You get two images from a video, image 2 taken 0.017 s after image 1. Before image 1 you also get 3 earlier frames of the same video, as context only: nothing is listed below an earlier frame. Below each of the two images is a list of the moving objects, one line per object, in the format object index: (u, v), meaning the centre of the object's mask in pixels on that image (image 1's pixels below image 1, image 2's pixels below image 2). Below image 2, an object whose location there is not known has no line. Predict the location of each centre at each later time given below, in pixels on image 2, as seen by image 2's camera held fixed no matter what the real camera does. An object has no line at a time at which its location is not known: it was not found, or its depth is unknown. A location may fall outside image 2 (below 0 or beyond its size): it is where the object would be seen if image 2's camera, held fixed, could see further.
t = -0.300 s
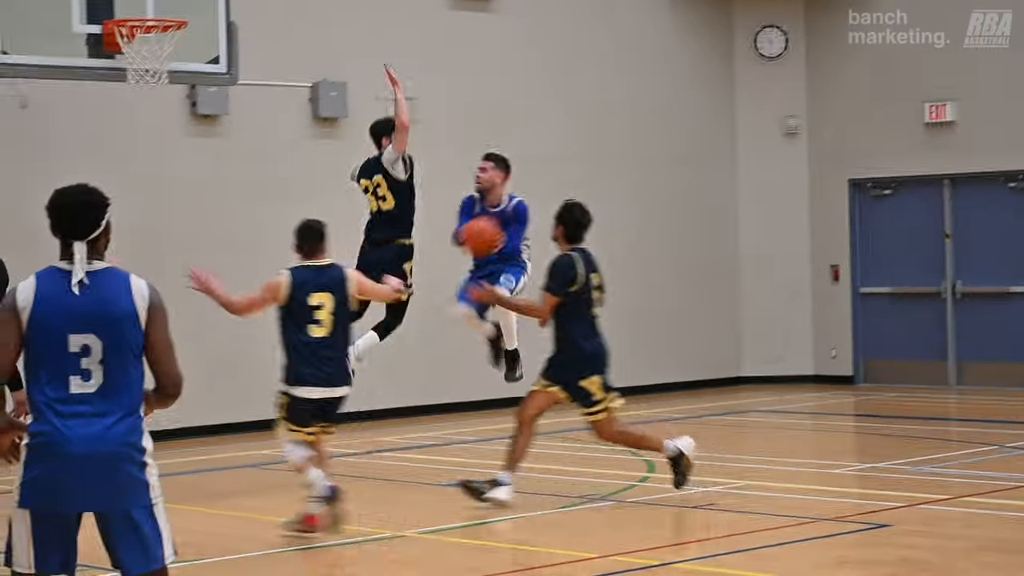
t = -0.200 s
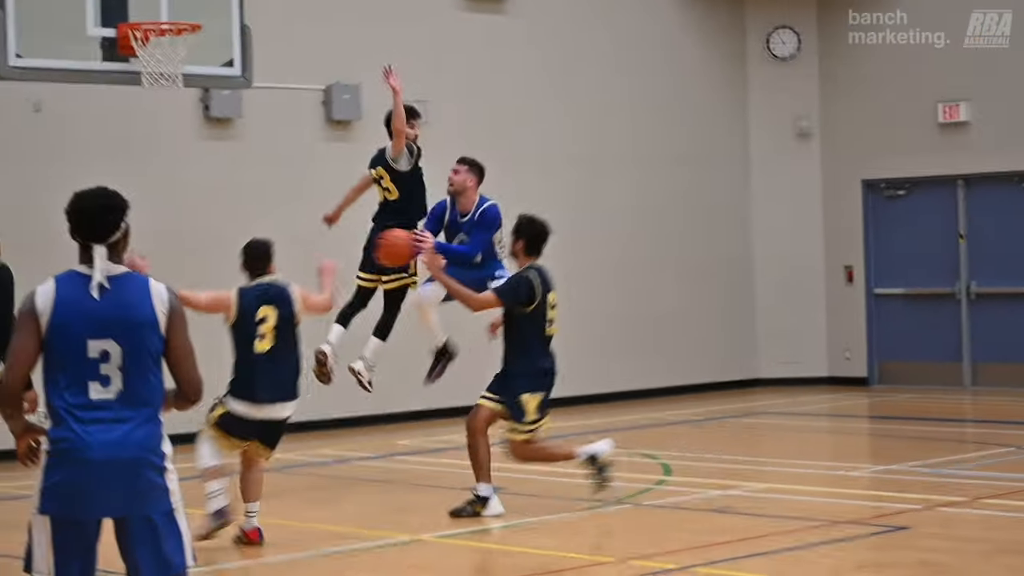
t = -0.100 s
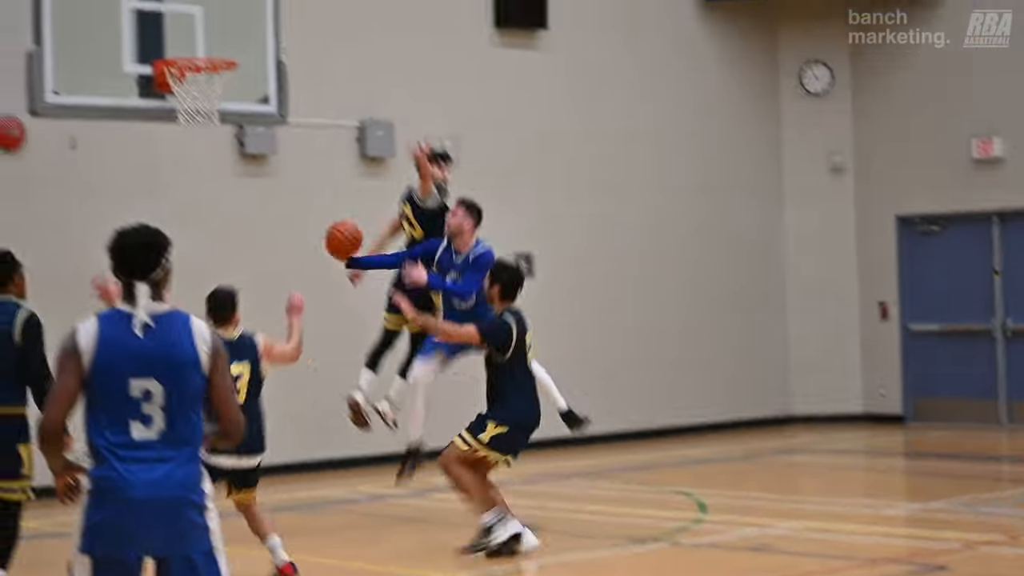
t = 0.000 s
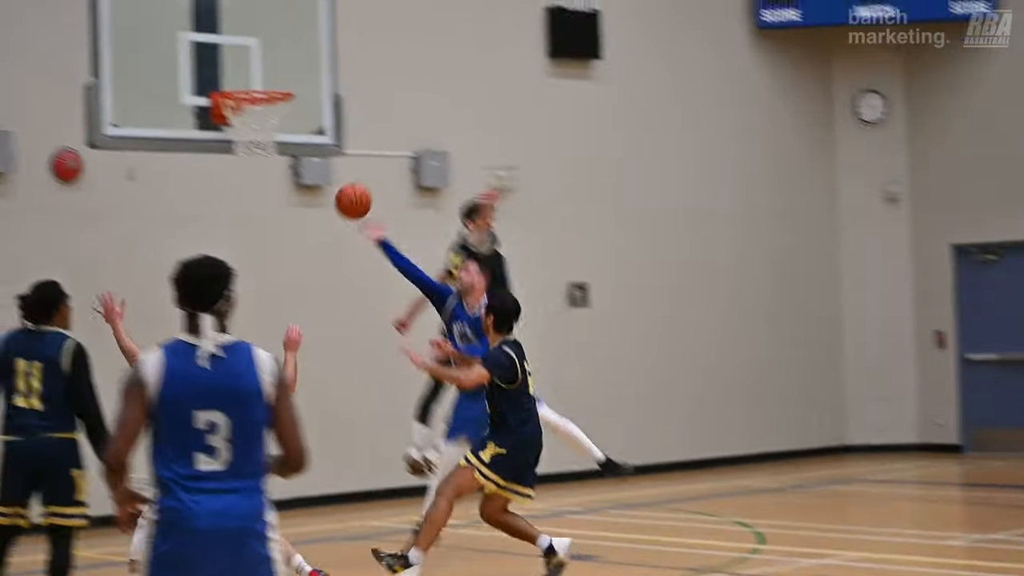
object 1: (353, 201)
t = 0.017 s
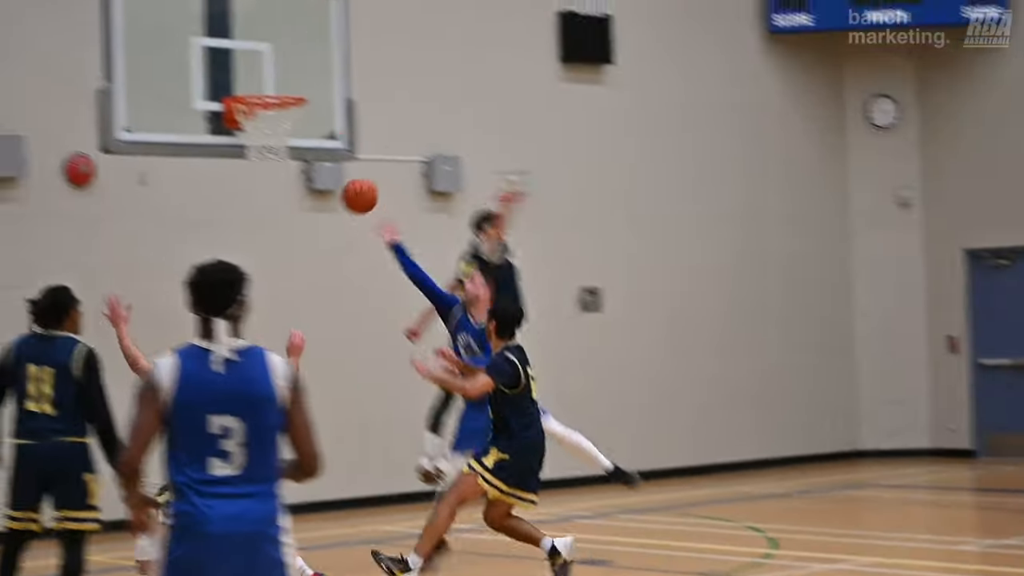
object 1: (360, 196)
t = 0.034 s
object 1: (352, 185)
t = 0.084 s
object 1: (334, 158)
